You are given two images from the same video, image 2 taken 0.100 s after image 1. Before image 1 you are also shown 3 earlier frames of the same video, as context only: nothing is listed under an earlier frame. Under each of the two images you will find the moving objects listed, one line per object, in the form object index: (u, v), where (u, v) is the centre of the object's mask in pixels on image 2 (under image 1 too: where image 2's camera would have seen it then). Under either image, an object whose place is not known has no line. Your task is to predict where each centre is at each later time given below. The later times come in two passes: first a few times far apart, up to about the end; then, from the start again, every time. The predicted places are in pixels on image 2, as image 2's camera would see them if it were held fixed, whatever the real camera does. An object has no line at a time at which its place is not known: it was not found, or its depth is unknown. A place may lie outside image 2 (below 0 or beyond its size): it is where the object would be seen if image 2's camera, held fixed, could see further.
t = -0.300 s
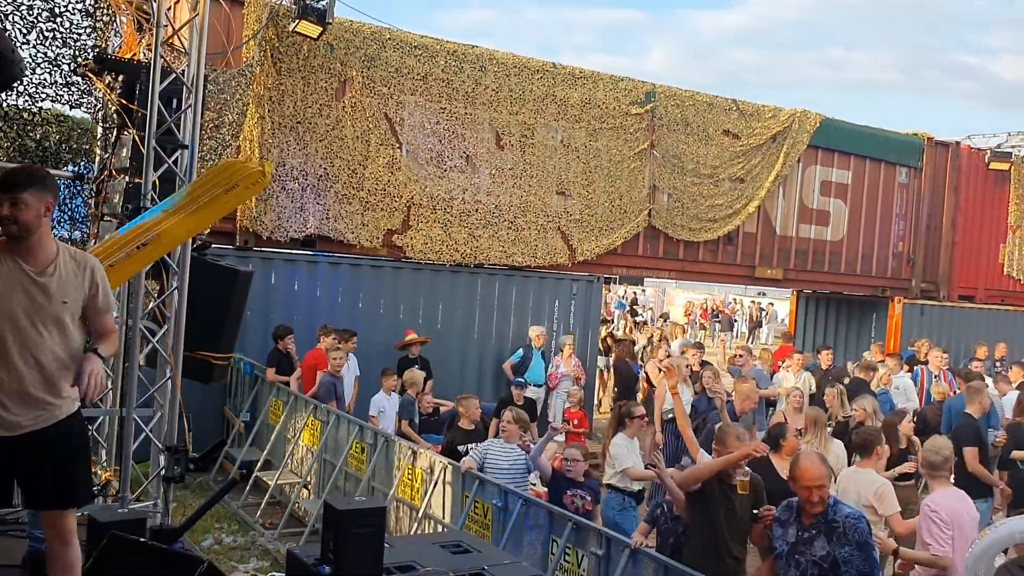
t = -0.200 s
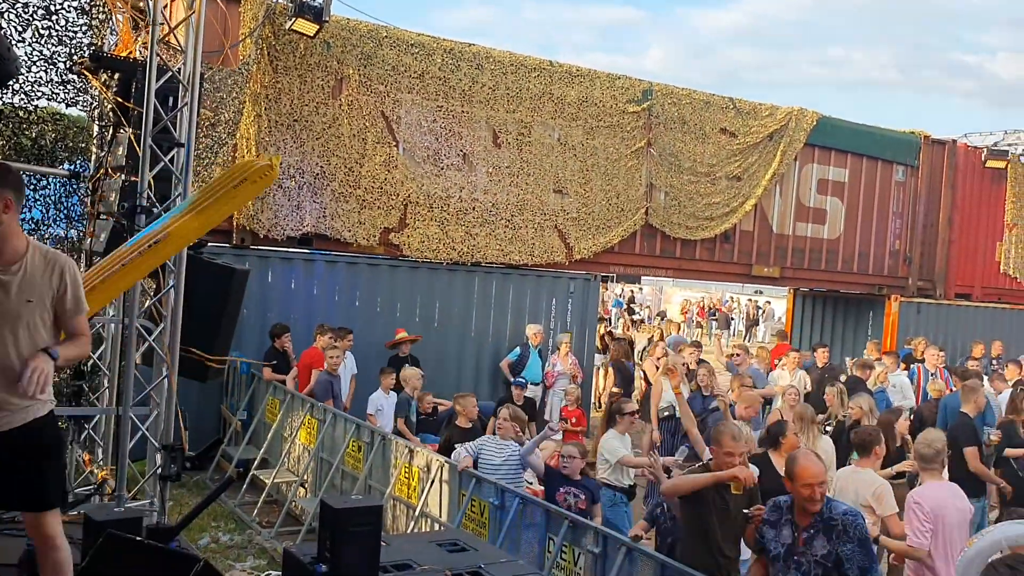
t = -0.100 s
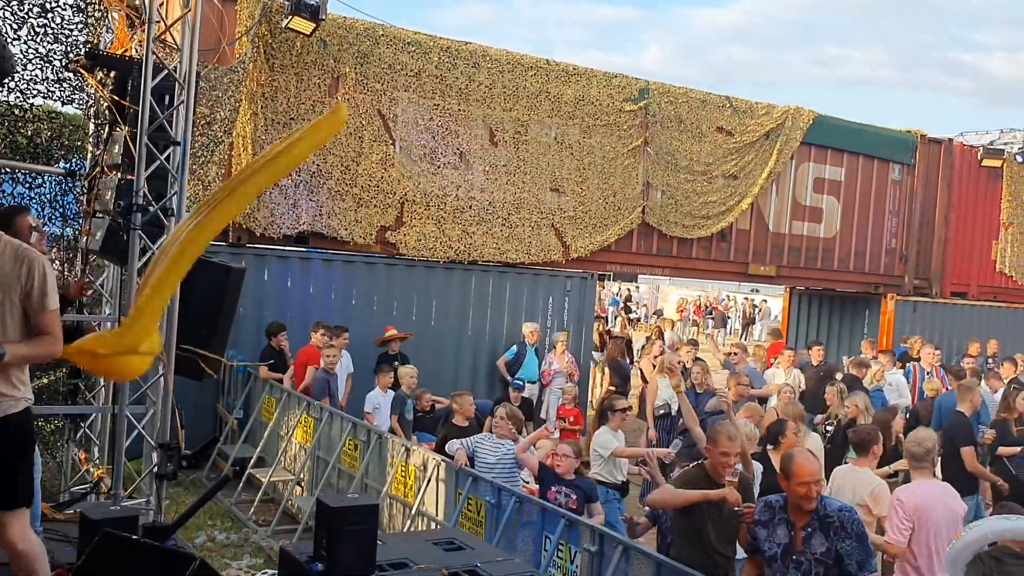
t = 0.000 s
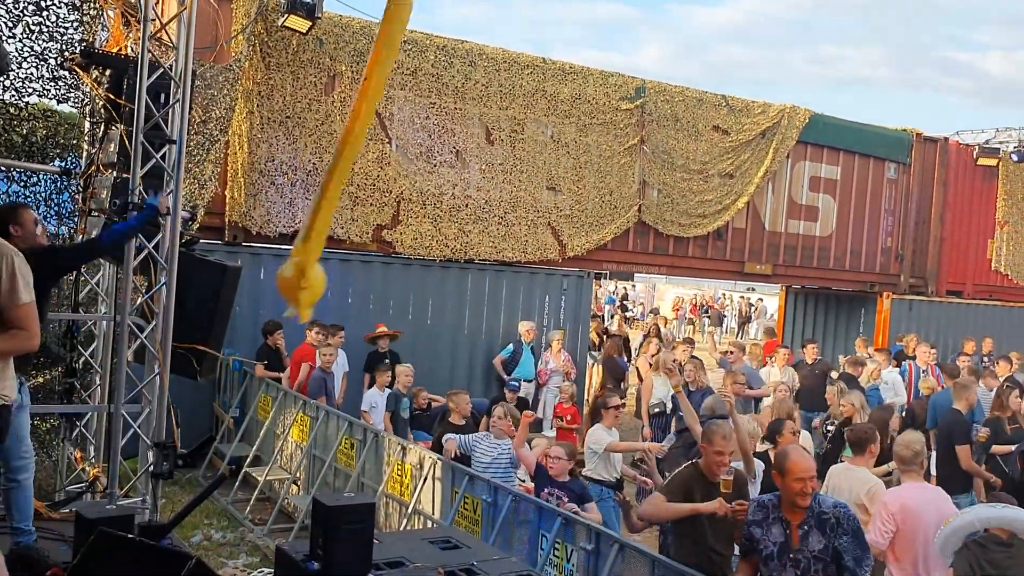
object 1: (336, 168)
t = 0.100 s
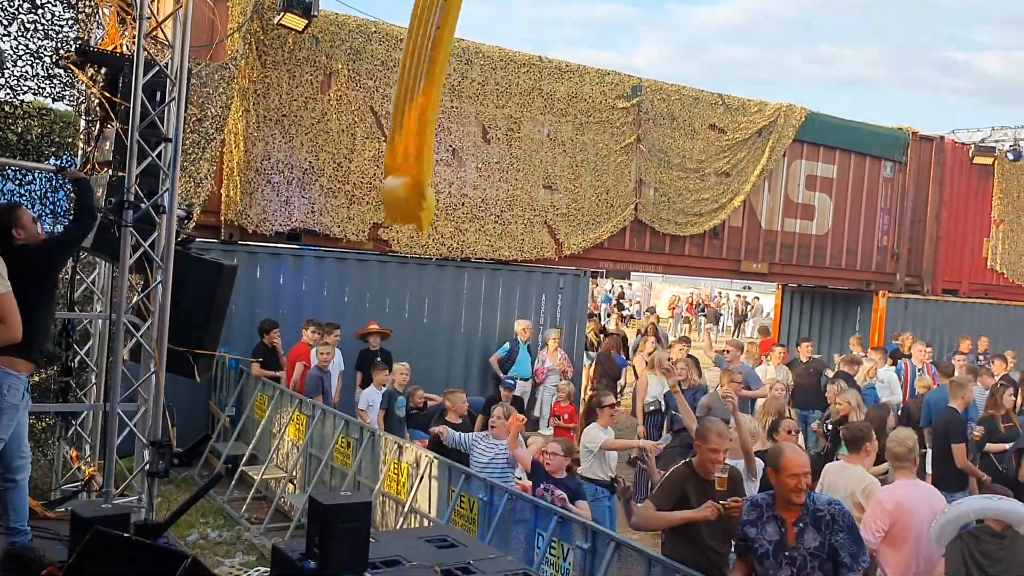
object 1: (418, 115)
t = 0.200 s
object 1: (465, 82)
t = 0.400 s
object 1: (519, 36)
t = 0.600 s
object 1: (550, 26)
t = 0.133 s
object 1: (436, 104)
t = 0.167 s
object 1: (452, 92)
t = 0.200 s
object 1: (465, 82)
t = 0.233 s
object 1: (477, 72)
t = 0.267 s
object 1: (487, 62)
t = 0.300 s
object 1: (496, 54)
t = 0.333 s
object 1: (504, 47)
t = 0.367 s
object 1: (511, 41)
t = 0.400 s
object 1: (519, 36)
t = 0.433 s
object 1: (524, 32)
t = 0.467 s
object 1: (530, 29)
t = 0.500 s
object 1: (534, 27)
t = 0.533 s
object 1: (539, 26)
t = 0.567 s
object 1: (545, 24)
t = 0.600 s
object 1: (550, 26)
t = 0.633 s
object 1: (554, 31)
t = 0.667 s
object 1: (560, 33)
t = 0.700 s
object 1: (569, 36)
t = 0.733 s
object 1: (577, 37)
